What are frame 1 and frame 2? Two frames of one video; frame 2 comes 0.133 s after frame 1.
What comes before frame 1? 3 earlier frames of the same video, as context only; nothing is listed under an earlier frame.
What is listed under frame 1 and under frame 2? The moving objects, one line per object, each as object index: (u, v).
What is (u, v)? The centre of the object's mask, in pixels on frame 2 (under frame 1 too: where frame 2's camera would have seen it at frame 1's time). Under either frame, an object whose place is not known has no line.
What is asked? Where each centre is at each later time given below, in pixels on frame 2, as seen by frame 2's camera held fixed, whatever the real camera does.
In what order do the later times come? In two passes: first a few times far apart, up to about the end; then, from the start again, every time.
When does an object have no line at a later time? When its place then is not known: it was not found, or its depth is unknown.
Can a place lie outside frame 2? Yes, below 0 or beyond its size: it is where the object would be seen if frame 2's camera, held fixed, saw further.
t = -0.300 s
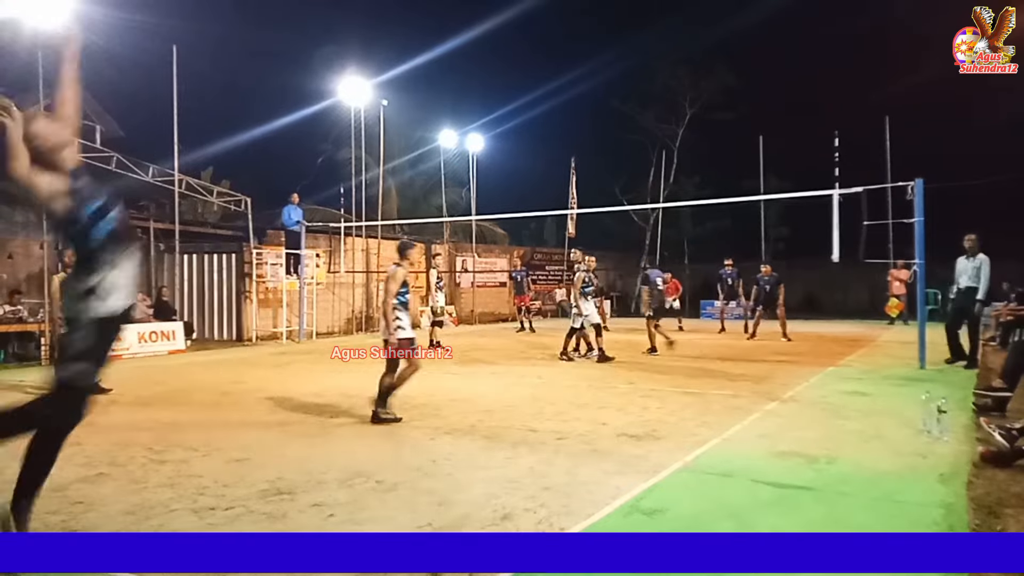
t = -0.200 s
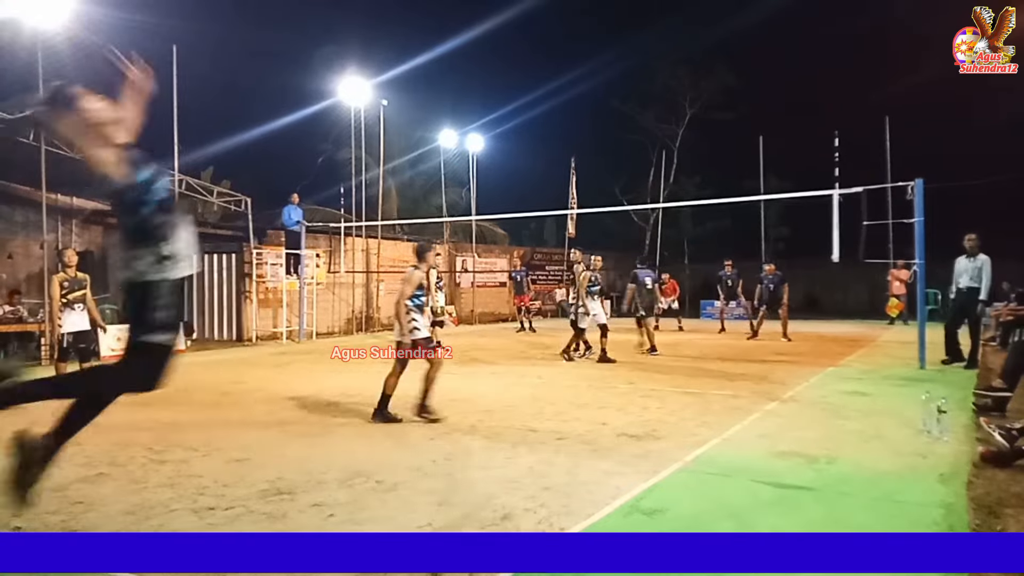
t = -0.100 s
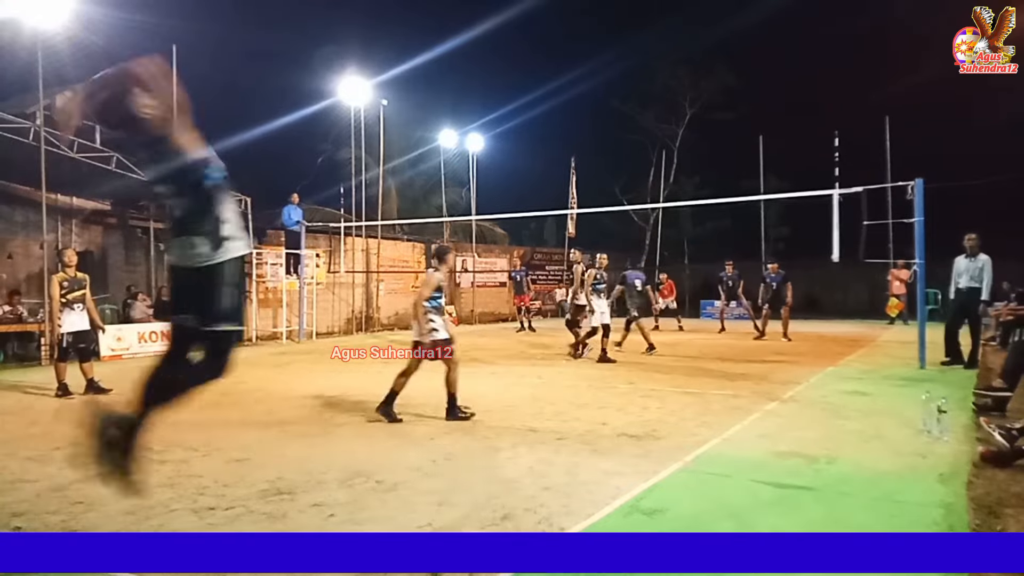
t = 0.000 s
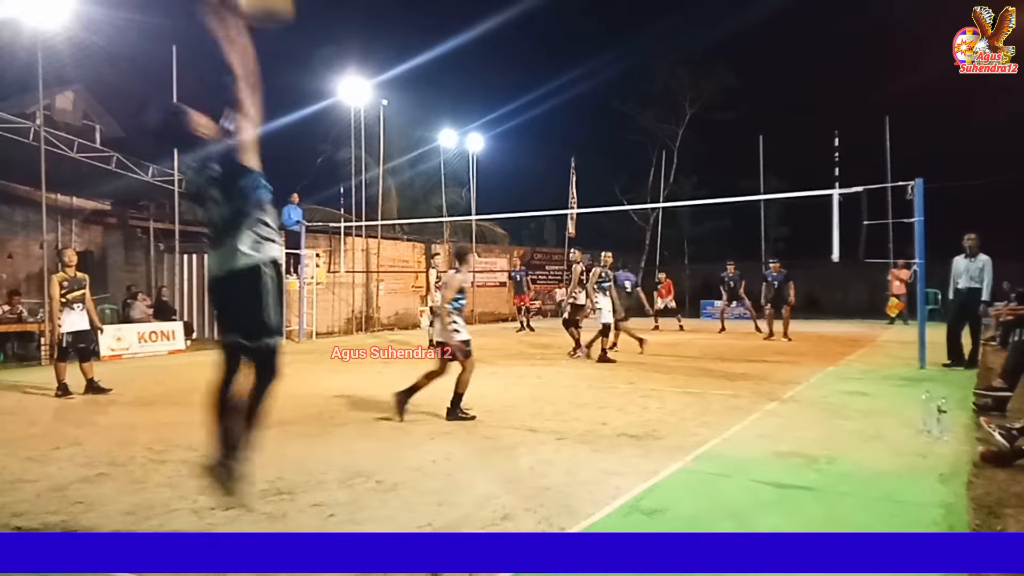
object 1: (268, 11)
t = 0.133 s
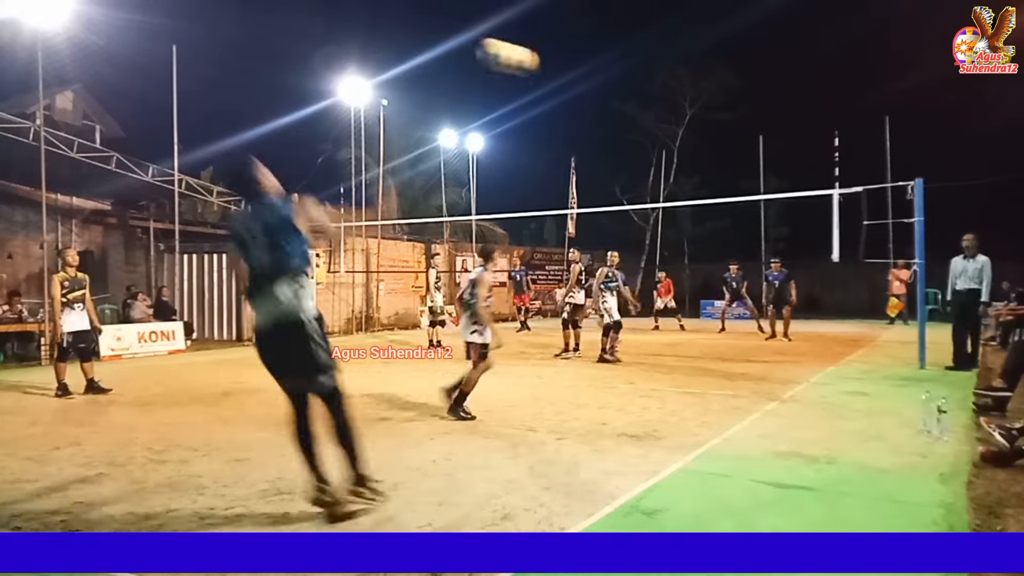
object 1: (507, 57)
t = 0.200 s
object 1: (580, 78)
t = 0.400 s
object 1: (701, 131)
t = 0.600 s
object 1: (764, 183)
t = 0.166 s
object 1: (547, 68)
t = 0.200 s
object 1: (580, 78)
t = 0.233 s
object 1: (608, 87)
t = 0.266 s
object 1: (632, 97)
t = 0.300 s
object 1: (652, 105)
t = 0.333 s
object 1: (672, 114)
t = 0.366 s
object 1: (687, 123)
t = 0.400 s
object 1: (701, 131)
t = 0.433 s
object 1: (714, 140)
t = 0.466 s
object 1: (726, 149)
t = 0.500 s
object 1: (736, 157)
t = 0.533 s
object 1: (746, 166)
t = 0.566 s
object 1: (756, 174)
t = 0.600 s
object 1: (764, 183)
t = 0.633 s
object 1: (771, 190)
